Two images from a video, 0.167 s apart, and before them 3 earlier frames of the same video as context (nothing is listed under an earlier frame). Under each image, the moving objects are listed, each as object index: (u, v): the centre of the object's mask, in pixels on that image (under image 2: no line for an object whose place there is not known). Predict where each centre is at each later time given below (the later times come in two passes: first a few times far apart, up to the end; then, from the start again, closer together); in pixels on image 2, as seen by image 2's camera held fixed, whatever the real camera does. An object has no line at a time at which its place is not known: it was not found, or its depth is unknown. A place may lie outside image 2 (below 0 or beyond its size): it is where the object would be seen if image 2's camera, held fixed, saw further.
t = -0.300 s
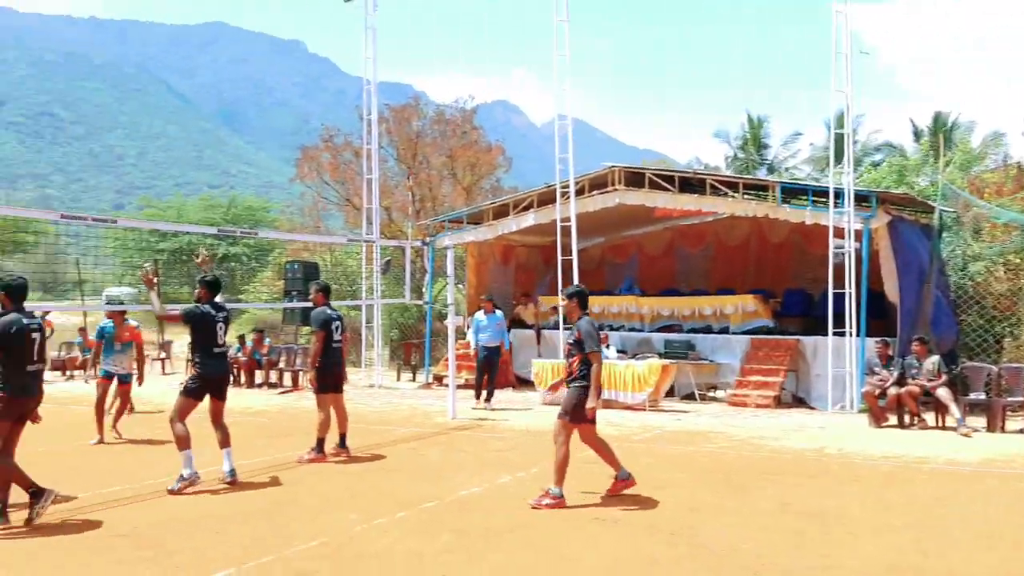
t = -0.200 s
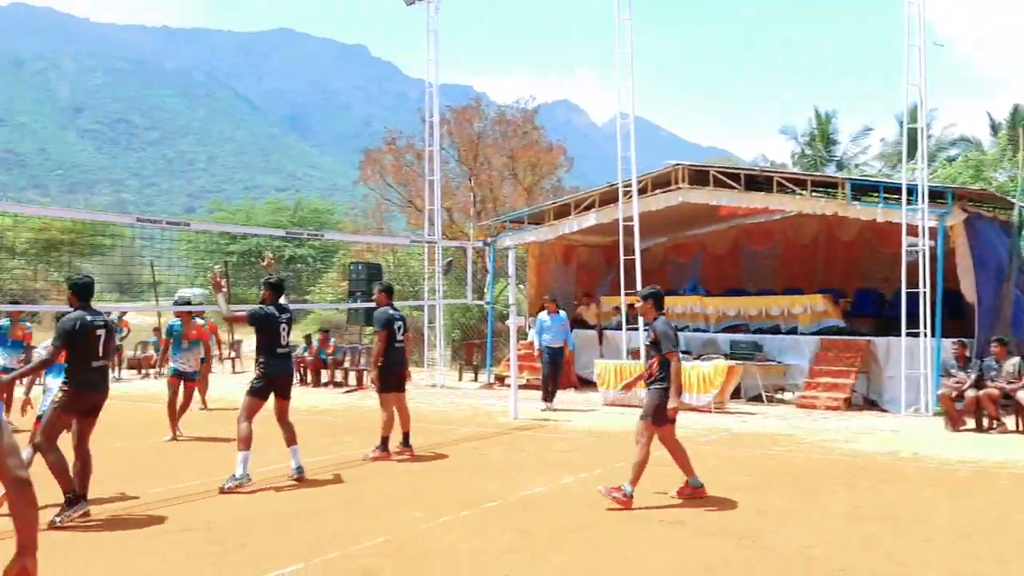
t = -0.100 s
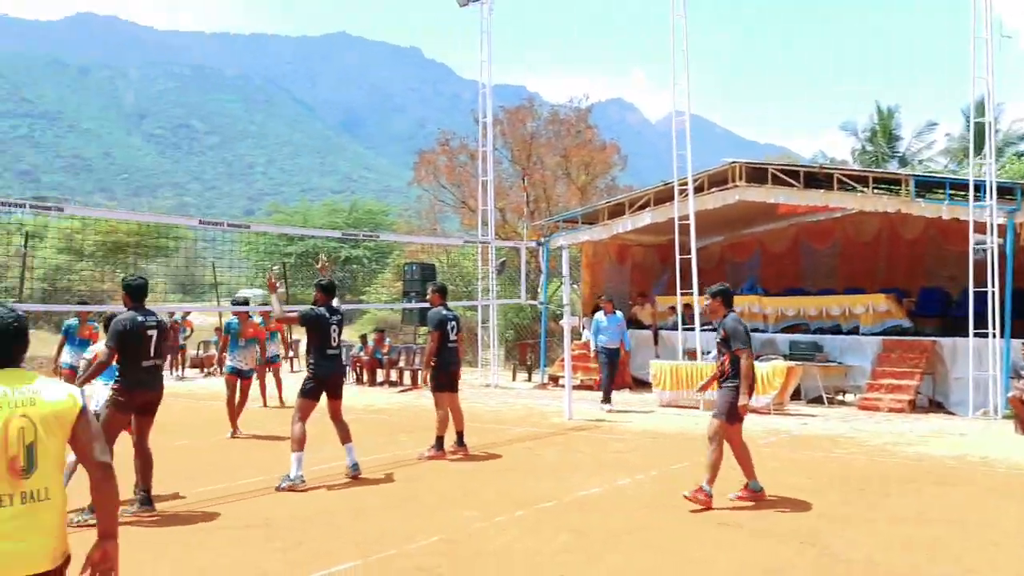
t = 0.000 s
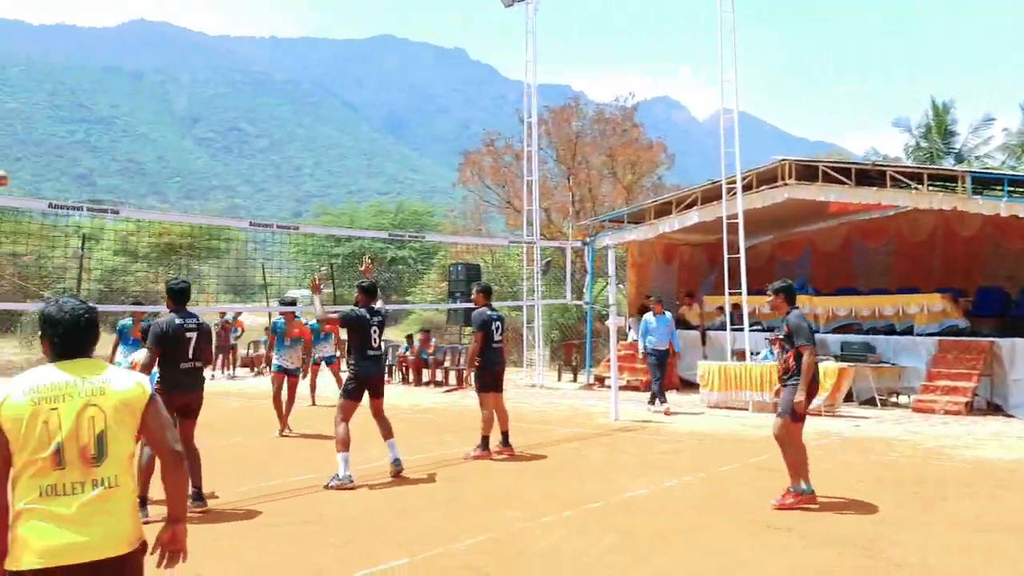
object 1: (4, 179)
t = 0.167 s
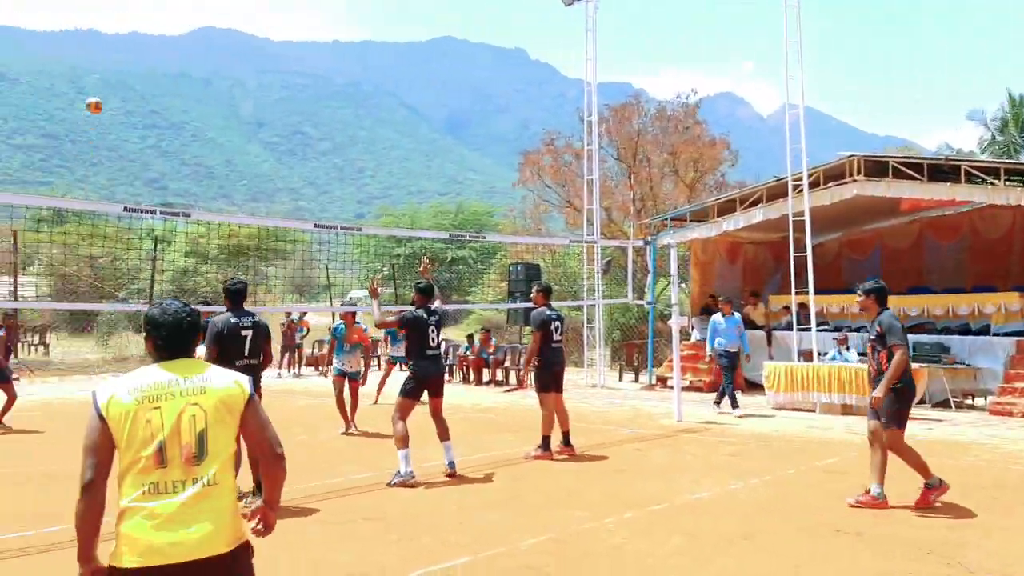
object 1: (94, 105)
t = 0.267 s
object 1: (105, 68)
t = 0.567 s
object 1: (140, 2)
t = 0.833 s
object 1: (175, 1)
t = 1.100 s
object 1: (212, 58)
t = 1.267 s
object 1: (238, 124)
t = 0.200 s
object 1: (98, 92)
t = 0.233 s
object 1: (101, 80)
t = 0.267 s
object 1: (105, 68)
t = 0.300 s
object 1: (109, 57)
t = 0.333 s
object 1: (112, 48)
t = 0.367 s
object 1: (116, 40)
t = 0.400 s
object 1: (120, 31)
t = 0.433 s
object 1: (124, 24)
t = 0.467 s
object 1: (128, 17)
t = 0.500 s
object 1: (132, 11)
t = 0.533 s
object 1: (136, 6)
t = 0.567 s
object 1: (140, 2)
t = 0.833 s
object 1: (175, 1)
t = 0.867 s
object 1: (180, 5)
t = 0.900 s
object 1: (184, 10)
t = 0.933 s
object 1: (189, 16)
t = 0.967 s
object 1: (193, 22)
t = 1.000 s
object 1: (198, 30)
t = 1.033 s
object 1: (202, 38)
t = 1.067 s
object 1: (207, 47)
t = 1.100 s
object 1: (212, 58)
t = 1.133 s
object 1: (217, 69)
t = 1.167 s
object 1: (223, 81)
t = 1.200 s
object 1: (228, 95)
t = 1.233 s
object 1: (232, 109)
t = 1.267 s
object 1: (238, 124)
